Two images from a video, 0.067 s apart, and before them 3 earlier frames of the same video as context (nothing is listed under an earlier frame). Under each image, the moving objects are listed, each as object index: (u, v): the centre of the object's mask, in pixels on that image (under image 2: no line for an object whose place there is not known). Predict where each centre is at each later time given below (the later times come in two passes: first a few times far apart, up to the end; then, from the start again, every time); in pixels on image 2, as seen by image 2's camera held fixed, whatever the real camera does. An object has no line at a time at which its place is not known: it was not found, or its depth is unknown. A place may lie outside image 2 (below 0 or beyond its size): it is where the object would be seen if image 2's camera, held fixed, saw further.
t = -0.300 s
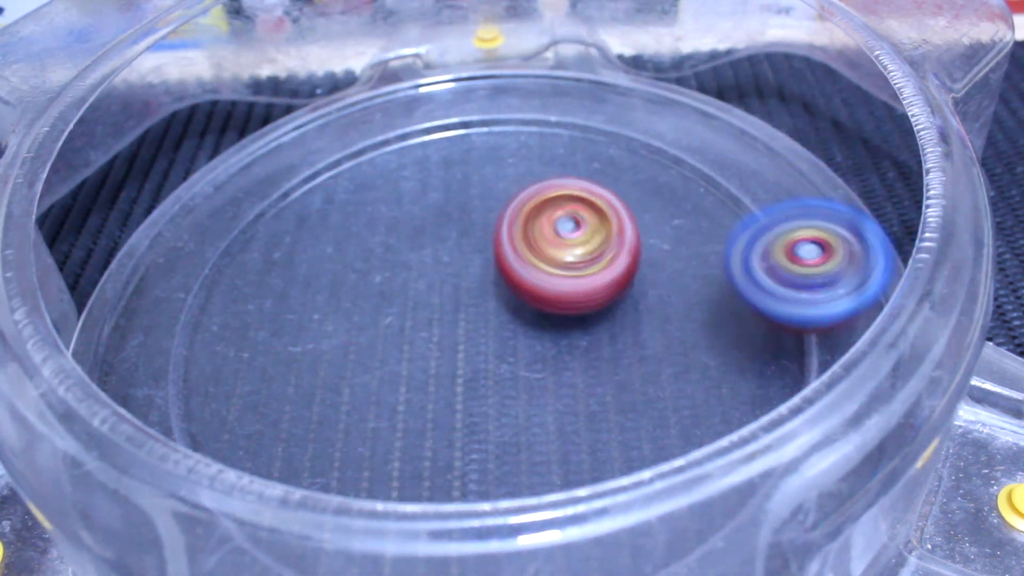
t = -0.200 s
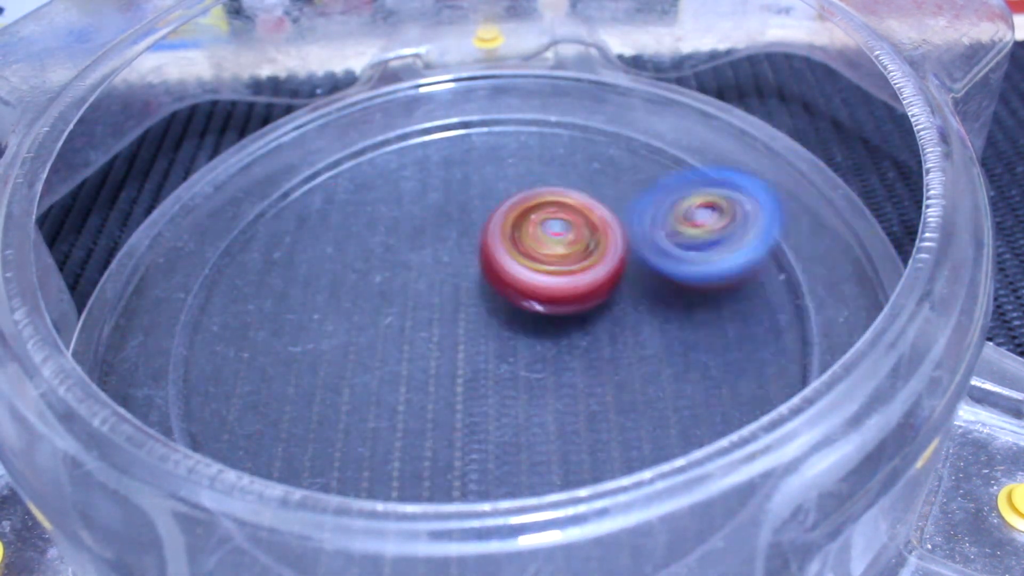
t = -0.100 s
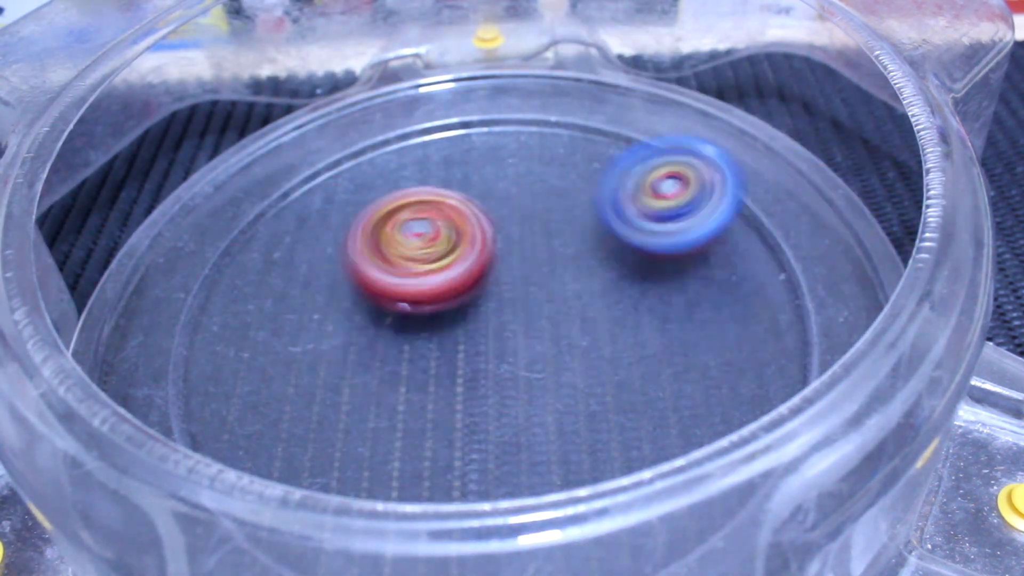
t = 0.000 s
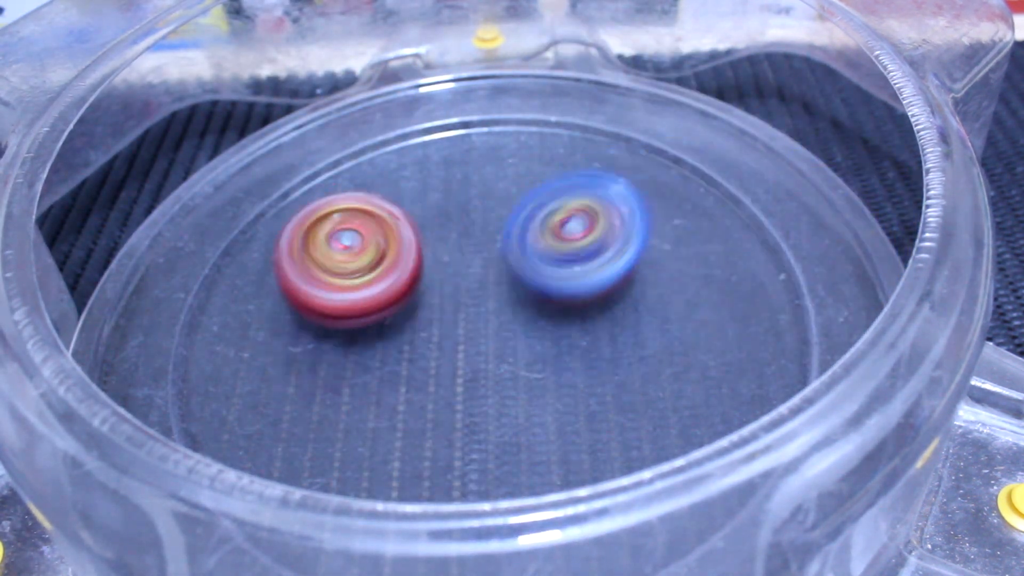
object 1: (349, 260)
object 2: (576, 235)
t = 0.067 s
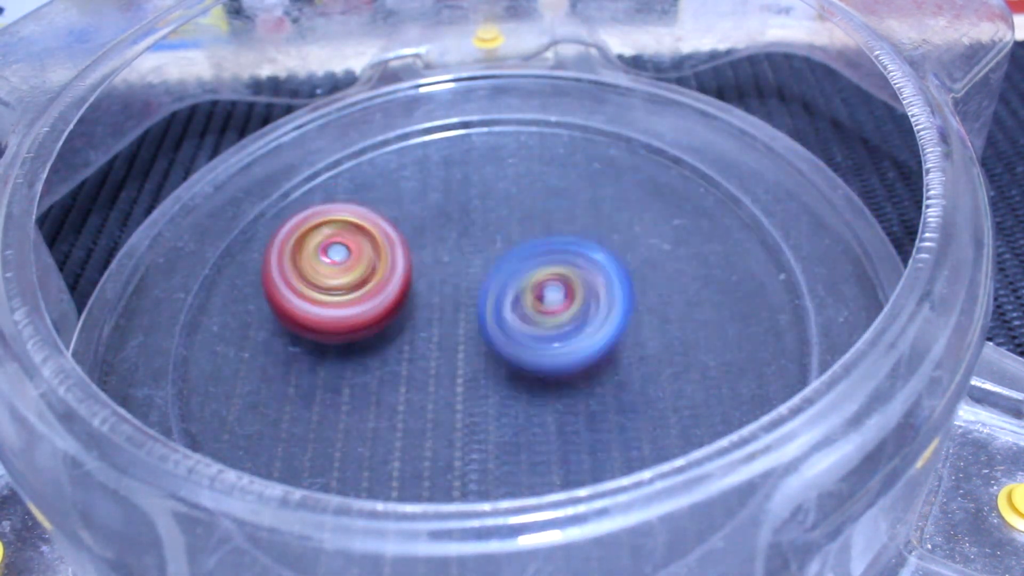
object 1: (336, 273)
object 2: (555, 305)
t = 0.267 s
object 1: (396, 299)
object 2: (768, 351)
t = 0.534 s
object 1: (413, 372)
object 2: (541, 236)
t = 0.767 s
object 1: (351, 424)
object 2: (500, 335)
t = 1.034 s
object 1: (370, 353)
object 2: (613, 234)
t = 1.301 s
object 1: (279, 335)
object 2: (586, 230)
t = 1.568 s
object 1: (424, 318)
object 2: (582, 238)
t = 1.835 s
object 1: (344, 358)
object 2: (622, 151)
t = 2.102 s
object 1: (406, 319)
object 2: (651, 288)
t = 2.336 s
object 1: (462, 344)
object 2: (746, 337)
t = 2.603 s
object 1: (454, 341)
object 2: (699, 379)
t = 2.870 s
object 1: (467, 290)
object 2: (627, 368)
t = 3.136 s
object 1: (491, 246)
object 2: (437, 451)
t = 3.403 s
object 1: (445, 267)
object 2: (407, 442)
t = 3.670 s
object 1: (471, 238)
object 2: (313, 448)
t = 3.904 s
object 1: (518, 208)
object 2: (410, 431)
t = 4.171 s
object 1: (546, 212)
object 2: (362, 287)
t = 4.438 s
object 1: (593, 230)
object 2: (240, 333)
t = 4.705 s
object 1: (559, 293)
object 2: (398, 317)
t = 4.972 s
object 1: (567, 329)
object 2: (395, 272)
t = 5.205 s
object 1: (555, 362)
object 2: (392, 249)
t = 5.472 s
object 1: (564, 382)
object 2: (303, 235)
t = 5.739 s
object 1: (533, 359)
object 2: (405, 281)
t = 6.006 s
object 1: (522, 346)
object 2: (424, 247)
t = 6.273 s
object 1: (516, 348)
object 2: (395, 239)
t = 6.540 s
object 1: (543, 364)
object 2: (366, 259)
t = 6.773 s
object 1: (555, 360)
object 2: (401, 288)
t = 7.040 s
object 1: (571, 354)
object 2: (333, 242)
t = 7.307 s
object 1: (514, 339)
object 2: (377, 255)
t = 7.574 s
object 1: (482, 385)
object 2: (423, 237)
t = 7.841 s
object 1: (479, 410)
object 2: (461, 241)
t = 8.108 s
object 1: (491, 381)
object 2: (451, 276)
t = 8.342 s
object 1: (479, 367)
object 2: (417, 248)
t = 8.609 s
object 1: (449, 367)
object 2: (410, 248)
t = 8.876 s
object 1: (477, 393)
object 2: (425, 255)
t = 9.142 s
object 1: (516, 342)
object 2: (452, 254)
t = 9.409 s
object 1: (532, 307)
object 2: (400, 275)
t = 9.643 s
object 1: (527, 315)
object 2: (390, 288)
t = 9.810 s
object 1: (538, 316)
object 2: (386, 320)
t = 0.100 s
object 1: (340, 281)
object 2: (567, 344)
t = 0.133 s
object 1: (349, 287)
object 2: (595, 375)
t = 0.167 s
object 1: (360, 293)
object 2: (635, 394)
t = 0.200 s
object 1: (372, 296)
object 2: (680, 392)
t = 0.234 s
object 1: (385, 298)
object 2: (728, 376)
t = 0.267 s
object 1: (396, 299)
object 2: (768, 351)
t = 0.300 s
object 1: (406, 301)
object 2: (792, 317)
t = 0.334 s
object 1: (416, 304)
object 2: (786, 279)
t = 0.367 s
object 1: (425, 308)
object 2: (754, 246)
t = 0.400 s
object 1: (433, 314)
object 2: (709, 228)
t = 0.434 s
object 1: (440, 320)
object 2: (653, 225)
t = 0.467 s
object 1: (447, 328)
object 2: (593, 234)
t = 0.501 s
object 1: (442, 344)
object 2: (550, 243)
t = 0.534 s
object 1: (413, 372)
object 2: (541, 236)
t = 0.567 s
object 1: (388, 397)
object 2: (523, 237)
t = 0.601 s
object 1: (367, 415)
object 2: (503, 245)
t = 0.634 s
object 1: (357, 423)
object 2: (485, 260)
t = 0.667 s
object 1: (353, 427)
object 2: (475, 279)
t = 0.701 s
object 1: (353, 427)
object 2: (472, 300)
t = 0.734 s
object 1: (356, 426)
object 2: (477, 321)
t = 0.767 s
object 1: (351, 424)
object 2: (500, 335)
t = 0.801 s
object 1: (337, 420)
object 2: (533, 344)
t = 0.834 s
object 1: (330, 413)
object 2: (567, 345)
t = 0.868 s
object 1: (330, 404)
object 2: (600, 337)
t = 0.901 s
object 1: (333, 394)
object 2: (628, 319)
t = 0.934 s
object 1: (339, 384)
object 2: (644, 297)
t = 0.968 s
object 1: (348, 373)
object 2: (647, 272)
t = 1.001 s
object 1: (359, 362)
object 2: (636, 250)
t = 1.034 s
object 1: (370, 353)
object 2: (613, 234)
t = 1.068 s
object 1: (381, 344)
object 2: (580, 226)
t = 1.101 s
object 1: (392, 335)
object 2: (544, 228)
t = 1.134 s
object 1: (401, 329)
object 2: (510, 237)
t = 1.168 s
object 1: (371, 332)
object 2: (517, 238)
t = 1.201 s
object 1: (332, 337)
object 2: (536, 240)
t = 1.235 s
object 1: (304, 341)
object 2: (555, 239)
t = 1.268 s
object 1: (288, 338)
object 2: (573, 235)
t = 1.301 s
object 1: (279, 335)
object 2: (586, 230)
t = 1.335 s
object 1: (281, 333)
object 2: (595, 223)
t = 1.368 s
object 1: (292, 331)
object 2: (599, 218)
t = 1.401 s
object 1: (312, 330)
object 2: (597, 214)
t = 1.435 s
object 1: (338, 327)
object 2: (592, 213)
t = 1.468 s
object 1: (368, 323)
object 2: (583, 216)
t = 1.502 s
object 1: (397, 319)
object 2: (574, 224)
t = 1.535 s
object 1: (423, 316)
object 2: (566, 234)
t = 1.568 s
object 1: (424, 318)
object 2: (582, 238)
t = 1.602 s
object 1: (394, 333)
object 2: (630, 223)
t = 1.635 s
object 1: (372, 345)
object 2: (663, 204)
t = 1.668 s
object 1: (355, 354)
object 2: (684, 183)
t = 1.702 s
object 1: (344, 359)
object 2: (698, 163)
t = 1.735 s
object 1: (339, 362)
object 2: (695, 146)
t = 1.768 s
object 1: (337, 363)
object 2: (660, 146)
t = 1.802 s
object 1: (340, 362)
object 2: (635, 148)
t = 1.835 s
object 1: (344, 358)
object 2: (622, 151)
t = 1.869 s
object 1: (352, 352)
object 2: (615, 159)
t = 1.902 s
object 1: (361, 343)
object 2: (610, 173)
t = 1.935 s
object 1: (370, 335)
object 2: (608, 191)
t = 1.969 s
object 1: (377, 328)
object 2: (609, 210)
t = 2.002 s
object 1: (385, 323)
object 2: (615, 230)
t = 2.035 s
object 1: (392, 320)
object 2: (624, 252)
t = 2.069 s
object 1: (399, 319)
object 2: (636, 270)
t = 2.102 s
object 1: (406, 319)
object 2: (651, 288)
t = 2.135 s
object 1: (415, 321)
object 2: (668, 303)
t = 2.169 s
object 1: (423, 324)
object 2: (684, 316)
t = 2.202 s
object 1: (432, 328)
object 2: (702, 326)
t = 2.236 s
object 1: (441, 332)
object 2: (719, 332)
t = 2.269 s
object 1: (448, 336)
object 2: (733, 336)
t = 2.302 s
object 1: (456, 340)
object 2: (743, 337)
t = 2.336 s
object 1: (462, 344)
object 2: (746, 337)
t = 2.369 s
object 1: (469, 349)
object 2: (741, 335)
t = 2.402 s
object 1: (474, 353)
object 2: (730, 335)
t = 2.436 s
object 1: (480, 357)
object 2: (710, 337)
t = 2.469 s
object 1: (486, 361)
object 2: (686, 344)
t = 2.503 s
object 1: (492, 365)
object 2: (660, 353)
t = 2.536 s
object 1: (477, 358)
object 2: (669, 369)
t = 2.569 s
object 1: (463, 349)
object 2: (683, 376)
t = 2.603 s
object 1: (454, 341)
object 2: (699, 379)
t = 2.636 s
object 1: (449, 333)
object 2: (712, 378)
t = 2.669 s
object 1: (447, 324)
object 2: (721, 374)
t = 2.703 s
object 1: (447, 317)
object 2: (724, 371)
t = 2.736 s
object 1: (448, 310)
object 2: (720, 368)
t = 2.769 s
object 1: (451, 303)
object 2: (706, 366)
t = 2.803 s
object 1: (456, 298)
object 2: (685, 364)
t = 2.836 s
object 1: (461, 293)
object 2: (657, 365)
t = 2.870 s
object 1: (467, 290)
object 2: (627, 368)
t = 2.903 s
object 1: (474, 286)
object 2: (597, 373)
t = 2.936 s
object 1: (480, 279)
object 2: (565, 381)
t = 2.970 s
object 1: (483, 272)
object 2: (540, 395)
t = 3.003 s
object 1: (486, 265)
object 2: (517, 410)
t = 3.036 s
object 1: (488, 258)
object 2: (494, 424)
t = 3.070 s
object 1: (490, 253)
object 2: (473, 435)
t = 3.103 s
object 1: (491, 249)
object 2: (453, 443)
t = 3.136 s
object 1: (491, 246)
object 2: (437, 451)
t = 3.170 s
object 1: (489, 244)
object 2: (426, 456)
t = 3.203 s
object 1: (485, 244)
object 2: (418, 460)
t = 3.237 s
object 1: (480, 244)
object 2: (415, 463)
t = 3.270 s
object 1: (474, 247)
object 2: (414, 463)
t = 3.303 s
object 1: (467, 251)
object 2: (415, 461)
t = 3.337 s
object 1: (460, 256)
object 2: (415, 458)
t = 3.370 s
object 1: (452, 262)
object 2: (413, 451)
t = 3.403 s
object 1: (445, 267)
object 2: (407, 442)
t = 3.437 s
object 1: (439, 273)
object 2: (399, 430)
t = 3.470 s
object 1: (435, 278)
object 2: (390, 414)
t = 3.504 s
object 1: (432, 282)
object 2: (377, 401)
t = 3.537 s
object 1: (434, 278)
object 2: (357, 403)
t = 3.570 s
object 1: (445, 262)
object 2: (332, 422)
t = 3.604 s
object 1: (453, 252)
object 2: (318, 432)
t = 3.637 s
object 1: (463, 244)
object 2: (311, 440)
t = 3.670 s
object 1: (471, 238)
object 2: (313, 448)
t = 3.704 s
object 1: (480, 232)
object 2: (321, 456)
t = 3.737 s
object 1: (488, 226)
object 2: (334, 460)
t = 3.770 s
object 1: (496, 221)
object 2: (352, 462)
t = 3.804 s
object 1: (503, 217)
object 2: (373, 460)
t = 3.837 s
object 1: (508, 213)
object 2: (388, 454)
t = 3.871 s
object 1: (513, 210)
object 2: (400, 445)
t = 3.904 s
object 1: (518, 208)
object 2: (410, 431)
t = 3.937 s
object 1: (521, 207)
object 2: (414, 410)
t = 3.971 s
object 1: (524, 207)
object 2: (418, 388)
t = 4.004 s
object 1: (527, 208)
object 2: (417, 366)
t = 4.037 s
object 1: (528, 211)
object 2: (415, 345)
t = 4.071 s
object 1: (528, 214)
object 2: (412, 325)
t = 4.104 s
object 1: (527, 219)
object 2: (408, 305)
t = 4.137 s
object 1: (526, 223)
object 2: (402, 288)
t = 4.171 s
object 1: (546, 212)
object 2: (362, 287)
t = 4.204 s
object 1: (563, 205)
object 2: (333, 286)
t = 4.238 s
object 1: (573, 204)
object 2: (310, 286)
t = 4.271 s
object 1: (579, 205)
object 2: (287, 288)
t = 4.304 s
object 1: (584, 208)
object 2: (268, 293)
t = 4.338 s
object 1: (588, 211)
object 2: (250, 299)
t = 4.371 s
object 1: (592, 216)
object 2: (238, 309)
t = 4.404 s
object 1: (594, 223)
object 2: (235, 320)
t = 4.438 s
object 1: (593, 230)
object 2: (240, 333)
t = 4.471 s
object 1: (592, 238)
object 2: (252, 343)
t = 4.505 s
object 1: (588, 246)
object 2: (272, 349)
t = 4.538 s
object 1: (583, 255)
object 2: (293, 352)
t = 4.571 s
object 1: (578, 265)
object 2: (319, 349)
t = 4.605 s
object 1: (571, 274)
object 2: (344, 344)
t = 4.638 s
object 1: (564, 283)
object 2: (367, 335)
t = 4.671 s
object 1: (556, 291)
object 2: (389, 326)
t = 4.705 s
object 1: (559, 293)
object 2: (398, 317)
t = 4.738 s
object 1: (572, 297)
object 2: (396, 310)
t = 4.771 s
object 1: (580, 299)
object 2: (395, 302)
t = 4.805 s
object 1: (584, 303)
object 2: (395, 294)
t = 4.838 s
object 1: (583, 308)
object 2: (395, 288)
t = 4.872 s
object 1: (581, 314)
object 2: (394, 282)
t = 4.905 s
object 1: (577, 318)
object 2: (394, 277)
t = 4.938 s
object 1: (573, 324)
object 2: (394, 274)
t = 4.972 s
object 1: (567, 329)
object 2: (395, 272)
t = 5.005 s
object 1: (562, 333)
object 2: (397, 270)
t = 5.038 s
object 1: (555, 337)
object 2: (400, 269)
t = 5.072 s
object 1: (549, 340)
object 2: (403, 269)
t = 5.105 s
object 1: (541, 342)
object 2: (410, 269)
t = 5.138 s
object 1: (534, 344)
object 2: (415, 269)
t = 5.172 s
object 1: (541, 352)
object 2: (408, 260)
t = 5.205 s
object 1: (555, 362)
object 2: (392, 249)
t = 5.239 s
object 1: (562, 369)
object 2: (377, 240)
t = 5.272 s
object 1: (563, 373)
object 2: (362, 233)
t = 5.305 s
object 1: (564, 375)
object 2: (348, 226)
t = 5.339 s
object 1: (566, 378)
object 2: (334, 222)
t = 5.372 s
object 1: (565, 381)
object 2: (322, 221)
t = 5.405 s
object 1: (565, 382)
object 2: (312, 223)
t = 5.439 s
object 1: (566, 381)
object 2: (306, 227)
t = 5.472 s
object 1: (564, 382)
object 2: (303, 235)
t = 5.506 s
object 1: (560, 381)
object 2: (306, 245)
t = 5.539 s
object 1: (555, 378)
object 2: (315, 253)
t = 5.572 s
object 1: (552, 375)
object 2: (325, 262)
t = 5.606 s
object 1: (546, 372)
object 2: (343, 270)
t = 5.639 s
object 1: (538, 368)
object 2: (358, 275)
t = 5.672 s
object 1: (534, 362)
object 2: (376, 281)
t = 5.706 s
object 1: (526, 359)
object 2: (396, 285)
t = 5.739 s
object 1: (533, 359)
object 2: (405, 281)
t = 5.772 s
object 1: (534, 357)
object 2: (413, 278)
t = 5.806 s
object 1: (537, 357)
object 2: (418, 271)
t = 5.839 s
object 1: (538, 357)
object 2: (418, 265)
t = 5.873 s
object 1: (536, 355)
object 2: (419, 260)
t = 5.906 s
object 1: (535, 354)
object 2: (420, 254)
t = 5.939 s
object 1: (531, 352)
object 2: (421, 250)
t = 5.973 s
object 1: (525, 349)
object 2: (422, 249)
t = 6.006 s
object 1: (522, 346)
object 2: (424, 247)
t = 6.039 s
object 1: (517, 343)
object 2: (425, 246)
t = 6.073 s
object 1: (520, 346)
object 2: (424, 241)
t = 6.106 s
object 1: (521, 347)
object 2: (417, 237)
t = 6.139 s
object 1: (521, 347)
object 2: (410, 234)
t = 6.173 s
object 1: (519, 349)
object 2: (405, 232)
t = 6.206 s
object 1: (519, 348)
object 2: (399, 233)
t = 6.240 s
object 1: (518, 347)
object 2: (396, 235)
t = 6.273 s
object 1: (516, 348)
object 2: (395, 239)
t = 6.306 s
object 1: (512, 346)
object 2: (396, 245)
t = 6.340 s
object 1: (509, 344)
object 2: (401, 251)
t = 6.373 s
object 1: (516, 349)
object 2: (398, 252)
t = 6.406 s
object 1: (528, 354)
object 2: (390, 251)
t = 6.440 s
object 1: (534, 357)
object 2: (381, 250)
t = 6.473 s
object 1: (537, 360)
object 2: (374, 251)
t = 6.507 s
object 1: (539, 361)
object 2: (368, 254)
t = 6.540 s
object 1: (543, 364)
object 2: (366, 259)
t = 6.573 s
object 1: (544, 364)
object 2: (367, 265)
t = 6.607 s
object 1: (545, 363)
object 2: (370, 271)
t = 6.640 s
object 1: (545, 364)
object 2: (376, 278)
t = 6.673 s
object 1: (544, 362)
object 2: (384, 284)
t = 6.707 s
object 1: (544, 360)
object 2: (396, 290)
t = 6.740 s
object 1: (541, 359)
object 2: (405, 294)
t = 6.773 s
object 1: (555, 360)
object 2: (401, 288)
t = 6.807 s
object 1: (574, 365)
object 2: (391, 282)
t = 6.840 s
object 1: (582, 365)
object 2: (380, 277)
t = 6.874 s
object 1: (585, 364)
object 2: (368, 271)
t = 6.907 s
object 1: (585, 362)
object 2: (358, 264)
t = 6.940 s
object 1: (583, 361)
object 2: (350, 258)
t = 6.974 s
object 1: (579, 359)
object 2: (342, 250)
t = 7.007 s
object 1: (576, 357)
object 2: (336, 246)
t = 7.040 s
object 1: (571, 354)
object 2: (333, 242)
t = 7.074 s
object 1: (566, 351)
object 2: (330, 240)
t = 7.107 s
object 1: (560, 348)
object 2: (333, 239)
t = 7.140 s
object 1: (553, 345)
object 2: (334, 239)
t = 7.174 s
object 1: (546, 344)
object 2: (341, 241)
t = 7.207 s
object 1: (539, 342)
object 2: (347, 243)
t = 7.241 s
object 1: (532, 341)
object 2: (358, 246)
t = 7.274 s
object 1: (523, 339)
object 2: (371, 252)
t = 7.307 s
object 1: (514, 339)
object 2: (377, 255)
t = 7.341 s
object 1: (504, 339)
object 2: (389, 257)
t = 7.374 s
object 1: (503, 346)
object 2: (398, 253)
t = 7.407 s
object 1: (500, 350)
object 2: (401, 252)
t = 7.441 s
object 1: (495, 354)
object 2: (403, 251)
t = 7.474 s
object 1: (489, 356)
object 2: (411, 249)
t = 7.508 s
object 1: (486, 364)
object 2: (417, 247)
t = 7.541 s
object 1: (483, 375)
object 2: (422, 241)
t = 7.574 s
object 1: (482, 385)
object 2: (423, 237)
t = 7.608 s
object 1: (478, 393)
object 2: (427, 233)
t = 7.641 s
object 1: (477, 401)
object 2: (432, 230)
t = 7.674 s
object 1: (477, 403)
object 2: (437, 228)
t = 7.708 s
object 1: (476, 406)
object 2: (444, 228)
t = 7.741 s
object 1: (475, 408)
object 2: (446, 231)
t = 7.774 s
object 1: (476, 410)
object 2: (446, 232)
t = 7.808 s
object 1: (477, 410)
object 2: (454, 234)
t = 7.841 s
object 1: (479, 410)
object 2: (461, 241)
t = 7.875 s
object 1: (481, 409)
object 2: (460, 249)
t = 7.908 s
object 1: (484, 407)
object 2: (460, 254)
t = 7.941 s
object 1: (486, 403)
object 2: (462, 258)
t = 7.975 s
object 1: (488, 399)
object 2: (464, 263)
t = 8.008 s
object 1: (487, 394)
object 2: (464, 269)
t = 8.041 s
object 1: (488, 390)
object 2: (460, 274)
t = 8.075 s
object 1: (490, 387)
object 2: (453, 276)
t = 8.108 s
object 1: (491, 381)
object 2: (451, 276)
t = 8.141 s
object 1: (492, 383)
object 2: (447, 270)
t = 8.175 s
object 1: (493, 383)
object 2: (440, 265)
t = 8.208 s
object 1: (492, 379)
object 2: (431, 260)
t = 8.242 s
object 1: (490, 375)
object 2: (424, 256)
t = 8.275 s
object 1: (486, 372)
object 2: (420, 253)
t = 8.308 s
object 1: (483, 369)
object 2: (418, 252)
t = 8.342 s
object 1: (479, 367)
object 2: (417, 248)
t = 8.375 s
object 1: (476, 364)
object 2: (415, 246)
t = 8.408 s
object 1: (471, 361)
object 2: (412, 248)
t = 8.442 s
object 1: (466, 358)
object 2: (407, 250)
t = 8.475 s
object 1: (460, 357)
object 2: (401, 248)
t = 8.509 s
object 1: (455, 355)
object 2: (397, 250)
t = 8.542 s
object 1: (453, 361)
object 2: (403, 246)
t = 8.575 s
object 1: (451, 363)
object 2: (407, 246)
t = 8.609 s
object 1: (449, 367)
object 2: (410, 248)
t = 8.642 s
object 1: (450, 372)
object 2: (406, 253)
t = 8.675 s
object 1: (449, 375)
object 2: (409, 256)
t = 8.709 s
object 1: (449, 377)
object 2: (409, 260)
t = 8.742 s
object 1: (449, 379)
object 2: (411, 265)
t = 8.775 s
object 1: (457, 388)
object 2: (411, 264)
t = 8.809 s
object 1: (464, 393)
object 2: (414, 259)
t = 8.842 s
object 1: (471, 394)
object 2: (418, 256)
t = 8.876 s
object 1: (477, 393)
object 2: (425, 255)
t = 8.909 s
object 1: (482, 392)
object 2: (430, 254)
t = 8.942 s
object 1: (488, 389)
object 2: (434, 254)
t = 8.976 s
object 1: (492, 383)
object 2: (440, 254)
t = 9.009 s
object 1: (498, 377)
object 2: (446, 255)
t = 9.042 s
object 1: (501, 369)
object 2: (452, 257)
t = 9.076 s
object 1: (507, 359)
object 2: (455, 257)
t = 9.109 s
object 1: (510, 352)
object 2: (456, 256)
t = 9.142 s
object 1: (516, 342)
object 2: (452, 254)
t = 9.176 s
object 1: (522, 336)
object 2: (447, 253)
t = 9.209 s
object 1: (524, 329)
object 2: (440, 253)
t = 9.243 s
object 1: (520, 325)
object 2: (435, 254)
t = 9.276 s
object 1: (519, 323)
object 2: (429, 254)
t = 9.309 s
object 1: (528, 323)
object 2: (419, 256)
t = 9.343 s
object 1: (536, 319)
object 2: (408, 261)
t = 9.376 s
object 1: (537, 312)
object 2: (403, 269)
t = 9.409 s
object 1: (532, 307)
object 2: (400, 275)
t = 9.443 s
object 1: (531, 307)
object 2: (398, 279)
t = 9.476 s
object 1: (534, 308)
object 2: (390, 283)
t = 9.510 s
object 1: (535, 307)
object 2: (391, 284)
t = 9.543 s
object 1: (534, 310)
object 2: (391, 284)
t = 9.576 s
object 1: (532, 310)
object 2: (391, 285)
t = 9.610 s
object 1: (531, 312)
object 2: (391, 286)
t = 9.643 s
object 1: (527, 315)
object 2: (390, 288)
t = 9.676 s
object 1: (524, 315)
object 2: (387, 292)
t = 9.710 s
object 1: (525, 315)
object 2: (385, 299)
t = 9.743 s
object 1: (524, 314)
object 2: (386, 308)
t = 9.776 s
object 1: (529, 315)
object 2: (390, 315)
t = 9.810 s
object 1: (538, 316)
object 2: (386, 320)
